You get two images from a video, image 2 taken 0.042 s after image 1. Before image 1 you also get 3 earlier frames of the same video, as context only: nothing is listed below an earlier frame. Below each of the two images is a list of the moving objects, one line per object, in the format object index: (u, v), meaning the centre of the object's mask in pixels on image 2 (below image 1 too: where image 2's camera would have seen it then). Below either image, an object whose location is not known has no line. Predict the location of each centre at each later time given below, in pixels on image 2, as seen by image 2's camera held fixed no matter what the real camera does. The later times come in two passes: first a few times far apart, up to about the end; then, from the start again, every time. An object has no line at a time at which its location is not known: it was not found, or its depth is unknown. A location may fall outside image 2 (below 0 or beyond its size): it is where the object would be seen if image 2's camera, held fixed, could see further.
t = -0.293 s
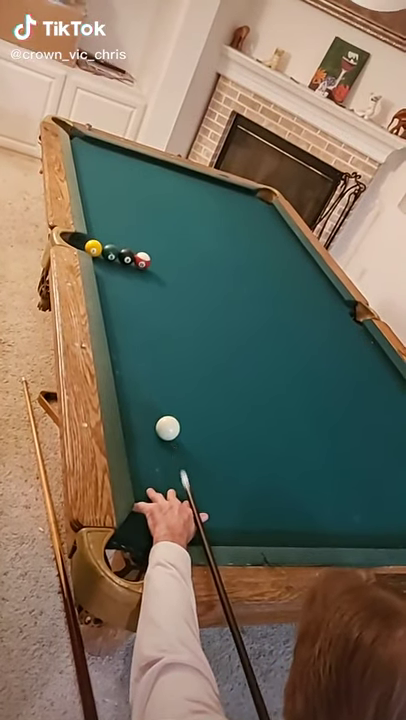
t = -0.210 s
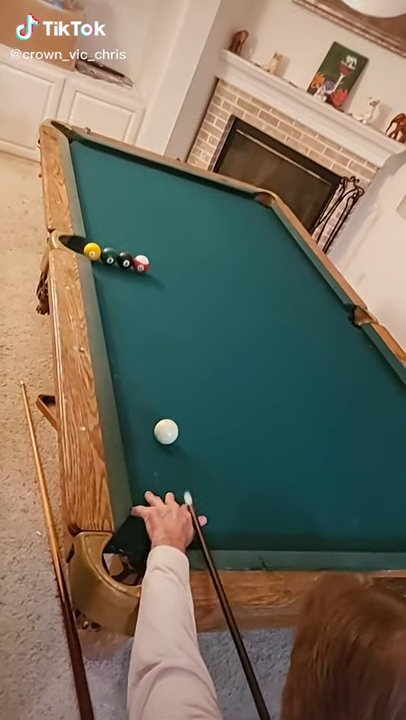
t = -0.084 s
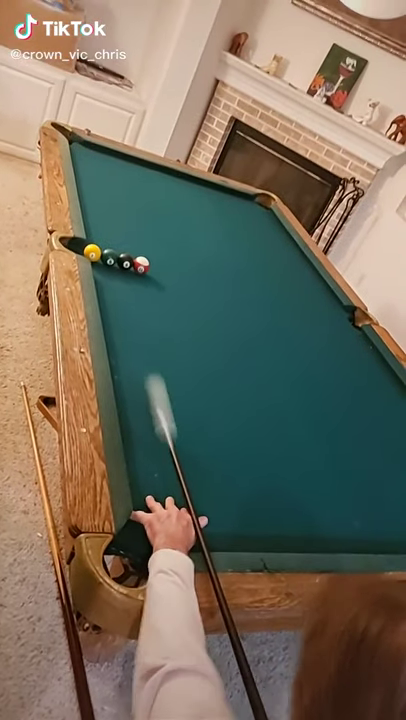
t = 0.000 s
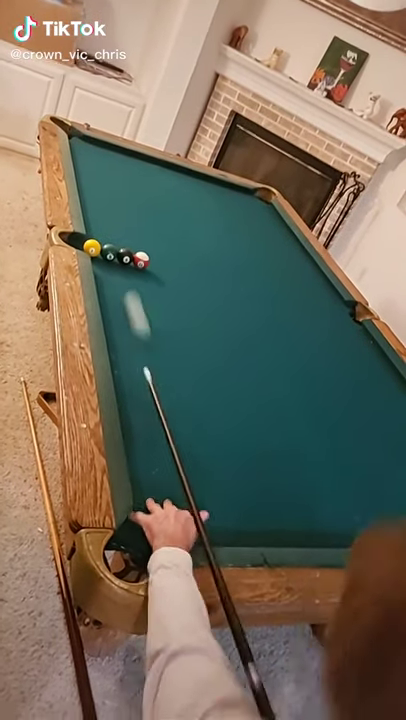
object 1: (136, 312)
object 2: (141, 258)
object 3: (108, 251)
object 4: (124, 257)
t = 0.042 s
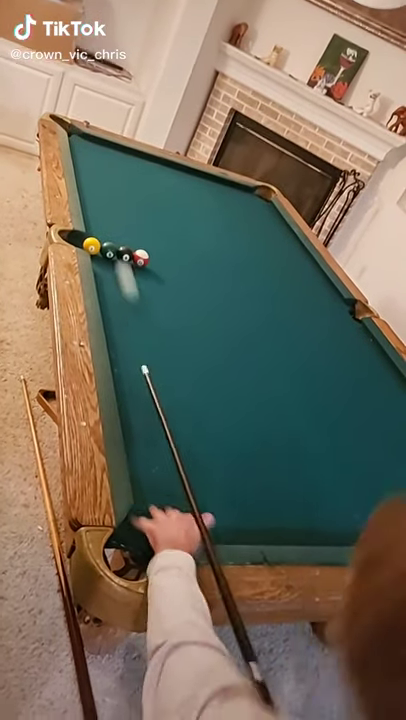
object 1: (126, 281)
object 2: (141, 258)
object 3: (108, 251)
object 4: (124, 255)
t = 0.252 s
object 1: (105, 265)
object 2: (178, 267)
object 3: (103, 232)
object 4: (113, 191)
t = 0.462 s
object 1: (128, 275)
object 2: (214, 275)
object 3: (98, 215)
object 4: (104, 148)
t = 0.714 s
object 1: (149, 285)
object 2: (252, 285)
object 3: (94, 197)
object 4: (104, 163)
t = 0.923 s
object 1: (164, 292)
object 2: (282, 292)
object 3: (91, 185)
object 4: (107, 184)
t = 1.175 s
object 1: (180, 299)
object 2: (314, 298)
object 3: (88, 171)
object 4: (109, 214)
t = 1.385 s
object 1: (192, 304)
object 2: (338, 304)
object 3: (86, 162)
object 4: (112, 243)
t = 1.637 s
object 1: (204, 309)
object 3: (83, 152)
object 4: (116, 285)
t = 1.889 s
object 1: (213, 313)
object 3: (80, 142)
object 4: (119, 336)
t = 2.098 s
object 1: (219, 317)
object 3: (77, 136)
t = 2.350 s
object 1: (225, 319)
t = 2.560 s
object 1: (227, 321)
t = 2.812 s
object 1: (228, 321)
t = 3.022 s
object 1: (229, 321)
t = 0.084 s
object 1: (118, 258)
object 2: (144, 258)
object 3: (107, 247)
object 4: (125, 247)
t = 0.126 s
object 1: (112, 255)
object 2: (154, 261)
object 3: (105, 242)
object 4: (121, 231)
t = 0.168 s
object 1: (104, 258)
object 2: (162, 263)
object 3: (104, 239)
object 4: (118, 216)
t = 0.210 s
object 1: (100, 260)
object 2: (170, 265)
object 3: (104, 235)
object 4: (115, 203)
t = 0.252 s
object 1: (105, 265)
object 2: (178, 267)
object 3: (103, 232)
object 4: (113, 191)
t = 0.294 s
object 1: (111, 268)
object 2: (185, 269)
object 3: (102, 228)
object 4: (110, 180)
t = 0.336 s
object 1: (116, 270)
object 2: (193, 270)
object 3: (100, 224)
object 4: (109, 172)
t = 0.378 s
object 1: (120, 272)
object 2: (200, 272)
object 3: (100, 221)
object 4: (107, 163)
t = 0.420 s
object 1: (124, 274)
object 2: (208, 274)
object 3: (99, 218)
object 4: (105, 156)
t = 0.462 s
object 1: (128, 275)
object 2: (214, 275)
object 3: (98, 215)
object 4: (104, 148)
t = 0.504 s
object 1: (131, 277)
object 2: (221, 278)
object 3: (98, 211)
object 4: (103, 143)
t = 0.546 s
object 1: (135, 279)
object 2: (227, 279)
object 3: (97, 209)
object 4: (103, 146)
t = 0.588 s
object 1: (139, 280)
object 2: (234, 280)
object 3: (96, 206)
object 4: (104, 149)
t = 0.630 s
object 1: (142, 282)
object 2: (241, 282)
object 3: (95, 203)
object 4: (104, 154)
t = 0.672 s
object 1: (146, 283)
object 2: (247, 284)
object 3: (94, 200)
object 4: (105, 159)
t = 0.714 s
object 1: (149, 285)
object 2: (252, 285)
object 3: (94, 197)
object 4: (104, 163)
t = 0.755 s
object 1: (152, 286)
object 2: (259, 286)
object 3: (93, 195)
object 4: (105, 166)
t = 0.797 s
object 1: (155, 287)
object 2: (265, 288)
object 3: (93, 192)
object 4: (106, 171)
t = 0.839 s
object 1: (158, 289)
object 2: (270, 289)
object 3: (92, 189)
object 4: (106, 175)
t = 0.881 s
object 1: (161, 290)
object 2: (276, 290)
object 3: (91, 187)
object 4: (106, 179)
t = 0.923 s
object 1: (164, 292)
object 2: (282, 292)
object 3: (91, 185)
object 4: (107, 184)
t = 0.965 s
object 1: (167, 293)
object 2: (287, 292)
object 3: (90, 182)
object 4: (108, 189)
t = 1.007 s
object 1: (170, 294)
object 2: (293, 294)
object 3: (90, 180)
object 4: (108, 193)
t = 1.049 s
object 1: (173, 295)
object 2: (298, 295)
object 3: (89, 178)
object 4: (109, 198)
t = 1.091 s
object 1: (175, 297)
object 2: (303, 296)
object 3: (89, 176)
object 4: (109, 203)
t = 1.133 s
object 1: (178, 298)
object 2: (308, 297)
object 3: (88, 173)
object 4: (109, 209)
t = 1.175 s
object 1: (180, 299)
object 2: (314, 298)
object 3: (88, 171)
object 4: (109, 214)
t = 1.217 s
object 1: (183, 300)
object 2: (319, 300)
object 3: (87, 170)
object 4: (111, 219)
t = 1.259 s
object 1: (186, 301)
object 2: (324, 301)
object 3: (87, 168)
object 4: (111, 225)
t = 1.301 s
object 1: (188, 302)
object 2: (328, 302)
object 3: (86, 166)
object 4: (111, 231)
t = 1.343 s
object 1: (190, 303)
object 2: (333, 303)
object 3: (86, 163)
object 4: (111, 237)
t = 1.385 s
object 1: (192, 304)
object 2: (338, 304)
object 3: (86, 162)
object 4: (112, 243)
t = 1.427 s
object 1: (194, 305)
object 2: (342, 305)
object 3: (85, 160)
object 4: (113, 250)
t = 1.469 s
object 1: (196, 306)
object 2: (346, 306)
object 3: (85, 158)
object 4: (113, 257)
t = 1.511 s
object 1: (198, 307)
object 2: (351, 307)
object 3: (84, 156)
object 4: (113, 263)
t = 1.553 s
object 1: (200, 308)
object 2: (354, 309)
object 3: (84, 155)
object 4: (114, 270)
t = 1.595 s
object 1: (202, 309)
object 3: (83, 153)
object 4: (116, 277)
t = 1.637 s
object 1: (204, 309)
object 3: (83, 152)
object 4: (116, 285)
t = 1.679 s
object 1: (206, 310)
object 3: (82, 150)
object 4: (115, 292)
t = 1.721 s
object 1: (207, 311)
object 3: (82, 148)
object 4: (117, 299)
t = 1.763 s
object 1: (209, 312)
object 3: (81, 147)
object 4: (119, 308)
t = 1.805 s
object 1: (210, 312)
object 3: (81, 145)
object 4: (119, 317)
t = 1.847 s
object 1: (212, 313)
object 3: (80, 144)
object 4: (118, 327)
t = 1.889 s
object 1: (213, 313)
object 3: (80, 142)
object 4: (119, 336)
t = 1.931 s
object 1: (214, 314)
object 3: (79, 141)
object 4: (120, 346)
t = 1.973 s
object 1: (216, 315)
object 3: (79, 139)
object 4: (121, 355)
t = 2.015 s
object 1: (217, 315)
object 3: (78, 138)
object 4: (121, 366)
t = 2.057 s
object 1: (218, 316)
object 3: (78, 137)
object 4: (121, 373)
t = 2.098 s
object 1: (219, 317)
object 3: (77, 136)
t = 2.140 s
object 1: (220, 317)
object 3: (77, 134)
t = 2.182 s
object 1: (221, 317)
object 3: (76, 132)
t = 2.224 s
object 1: (222, 318)
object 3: (76, 131)
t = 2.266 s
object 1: (223, 318)
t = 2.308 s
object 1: (224, 319)
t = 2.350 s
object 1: (225, 319)
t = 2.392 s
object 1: (225, 319)
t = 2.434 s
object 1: (226, 320)
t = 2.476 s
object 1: (226, 320)
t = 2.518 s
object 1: (227, 320)
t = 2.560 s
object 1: (227, 321)
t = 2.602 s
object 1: (227, 321)
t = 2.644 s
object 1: (227, 321)
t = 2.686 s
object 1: (228, 321)
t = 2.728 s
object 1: (228, 321)
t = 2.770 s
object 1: (228, 321)
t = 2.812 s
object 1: (228, 321)
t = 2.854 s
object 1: (228, 321)
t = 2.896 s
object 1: (228, 321)
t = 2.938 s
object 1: (229, 322)
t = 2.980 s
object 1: (229, 322)
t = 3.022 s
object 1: (229, 321)
